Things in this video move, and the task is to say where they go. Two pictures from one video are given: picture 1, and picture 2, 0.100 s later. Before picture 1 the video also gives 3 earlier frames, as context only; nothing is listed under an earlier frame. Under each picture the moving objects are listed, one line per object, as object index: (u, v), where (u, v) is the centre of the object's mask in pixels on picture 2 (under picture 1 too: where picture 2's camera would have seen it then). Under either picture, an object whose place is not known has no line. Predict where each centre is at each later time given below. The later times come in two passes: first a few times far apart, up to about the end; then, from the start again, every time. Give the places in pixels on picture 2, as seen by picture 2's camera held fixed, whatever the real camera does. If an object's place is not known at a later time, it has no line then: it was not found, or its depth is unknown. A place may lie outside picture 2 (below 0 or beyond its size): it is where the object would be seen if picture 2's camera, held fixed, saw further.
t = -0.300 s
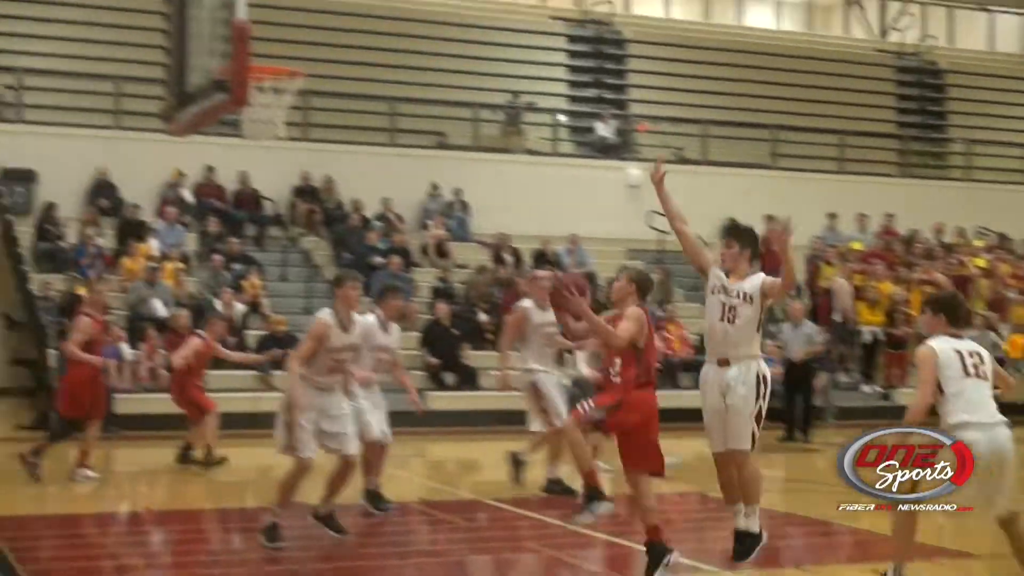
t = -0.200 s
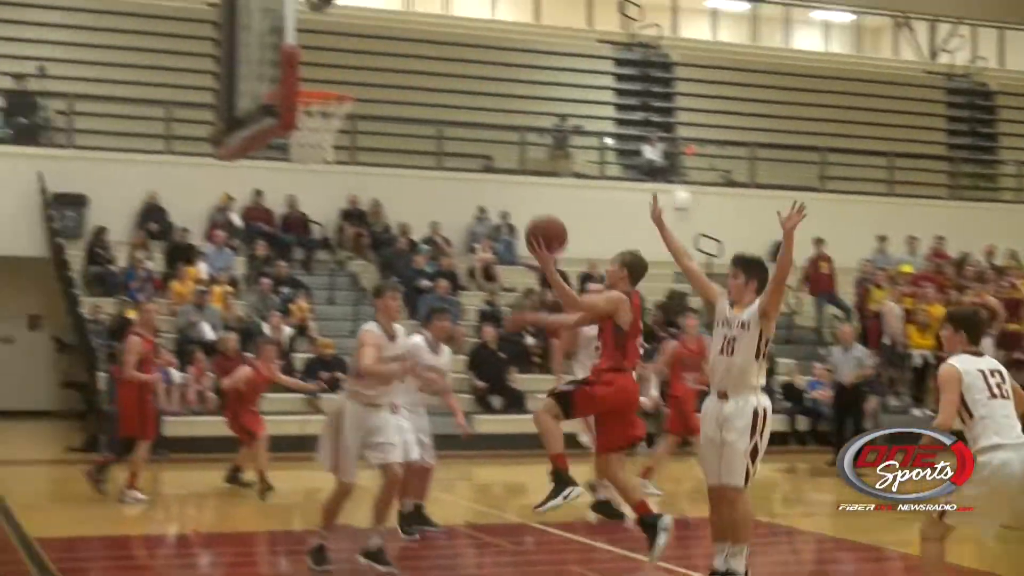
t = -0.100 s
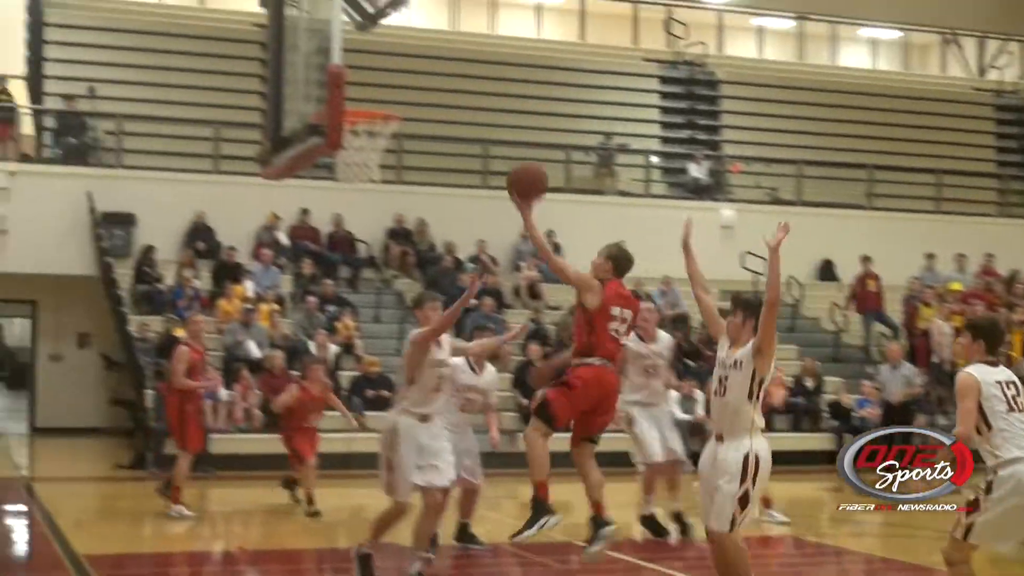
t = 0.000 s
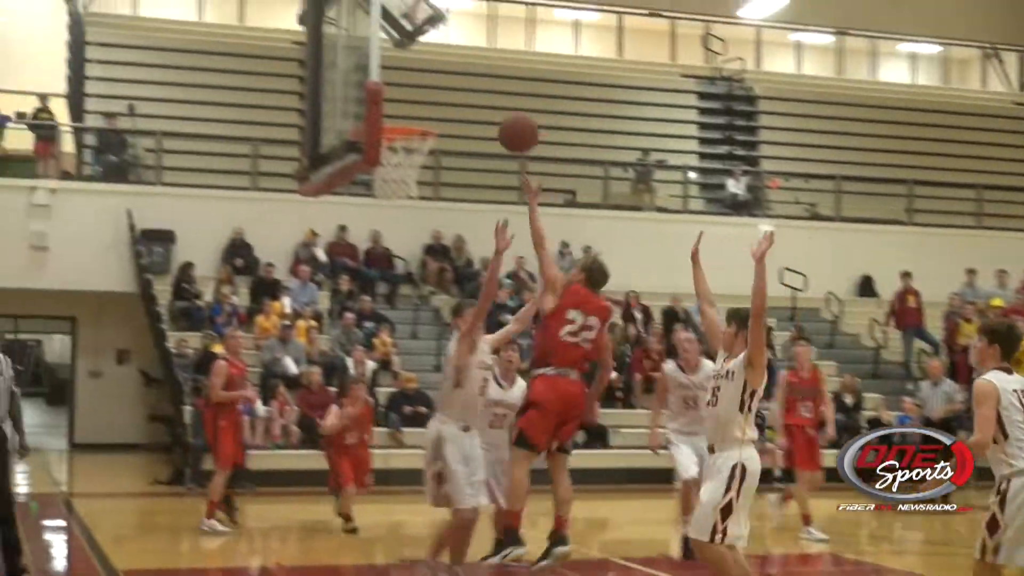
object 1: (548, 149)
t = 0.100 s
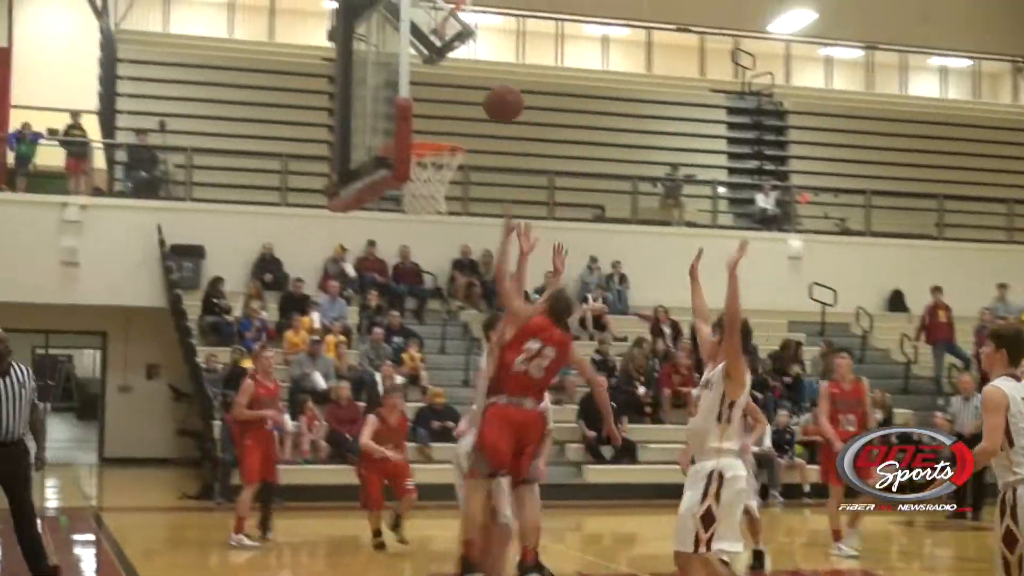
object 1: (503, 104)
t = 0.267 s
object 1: (435, 68)
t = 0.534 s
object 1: (431, 94)
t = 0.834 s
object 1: (431, 123)
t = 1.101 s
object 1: (428, 128)
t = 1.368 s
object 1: (434, 188)
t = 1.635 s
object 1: (422, 228)
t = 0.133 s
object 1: (489, 94)
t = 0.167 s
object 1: (475, 84)
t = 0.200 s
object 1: (461, 77)
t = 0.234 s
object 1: (448, 72)
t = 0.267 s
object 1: (435, 68)
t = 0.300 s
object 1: (424, 67)
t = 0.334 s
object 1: (418, 66)
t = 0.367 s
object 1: (416, 67)
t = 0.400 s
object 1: (418, 69)
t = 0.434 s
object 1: (420, 74)
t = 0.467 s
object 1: (423, 79)
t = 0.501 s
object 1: (426, 86)
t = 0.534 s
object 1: (431, 94)
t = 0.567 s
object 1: (436, 104)
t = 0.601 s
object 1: (440, 116)
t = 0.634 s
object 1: (446, 129)
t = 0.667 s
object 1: (448, 134)
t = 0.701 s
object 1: (444, 129)
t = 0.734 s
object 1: (441, 126)
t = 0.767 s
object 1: (437, 124)
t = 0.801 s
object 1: (434, 122)
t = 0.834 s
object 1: (431, 123)
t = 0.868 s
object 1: (429, 125)
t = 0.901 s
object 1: (427, 127)
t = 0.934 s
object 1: (426, 128)
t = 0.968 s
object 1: (426, 126)
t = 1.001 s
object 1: (427, 125)
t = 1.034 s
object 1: (427, 125)
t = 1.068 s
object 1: (427, 126)
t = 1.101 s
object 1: (428, 128)
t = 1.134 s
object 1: (429, 131)
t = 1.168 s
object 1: (429, 135)
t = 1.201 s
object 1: (428, 139)
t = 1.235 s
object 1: (431, 163)
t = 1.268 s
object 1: (434, 165)
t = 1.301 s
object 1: (431, 174)
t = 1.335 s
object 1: (432, 179)
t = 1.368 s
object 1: (434, 188)
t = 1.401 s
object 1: (432, 195)
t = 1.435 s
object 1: (430, 203)
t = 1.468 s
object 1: (429, 208)
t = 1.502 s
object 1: (428, 211)
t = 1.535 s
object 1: (426, 213)
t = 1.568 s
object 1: (426, 221)
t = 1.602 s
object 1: (424, 224)
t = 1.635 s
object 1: (422, 228)
